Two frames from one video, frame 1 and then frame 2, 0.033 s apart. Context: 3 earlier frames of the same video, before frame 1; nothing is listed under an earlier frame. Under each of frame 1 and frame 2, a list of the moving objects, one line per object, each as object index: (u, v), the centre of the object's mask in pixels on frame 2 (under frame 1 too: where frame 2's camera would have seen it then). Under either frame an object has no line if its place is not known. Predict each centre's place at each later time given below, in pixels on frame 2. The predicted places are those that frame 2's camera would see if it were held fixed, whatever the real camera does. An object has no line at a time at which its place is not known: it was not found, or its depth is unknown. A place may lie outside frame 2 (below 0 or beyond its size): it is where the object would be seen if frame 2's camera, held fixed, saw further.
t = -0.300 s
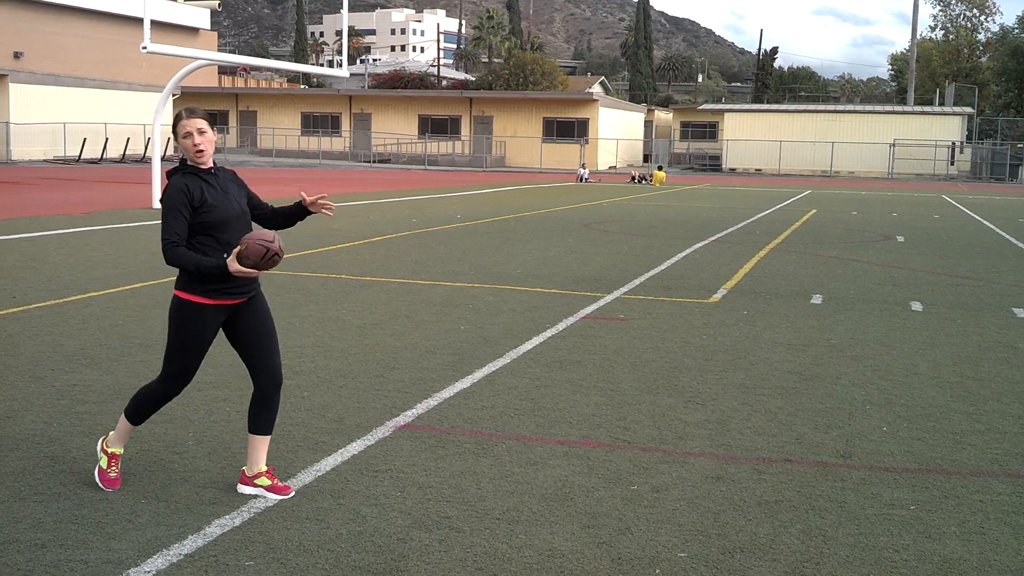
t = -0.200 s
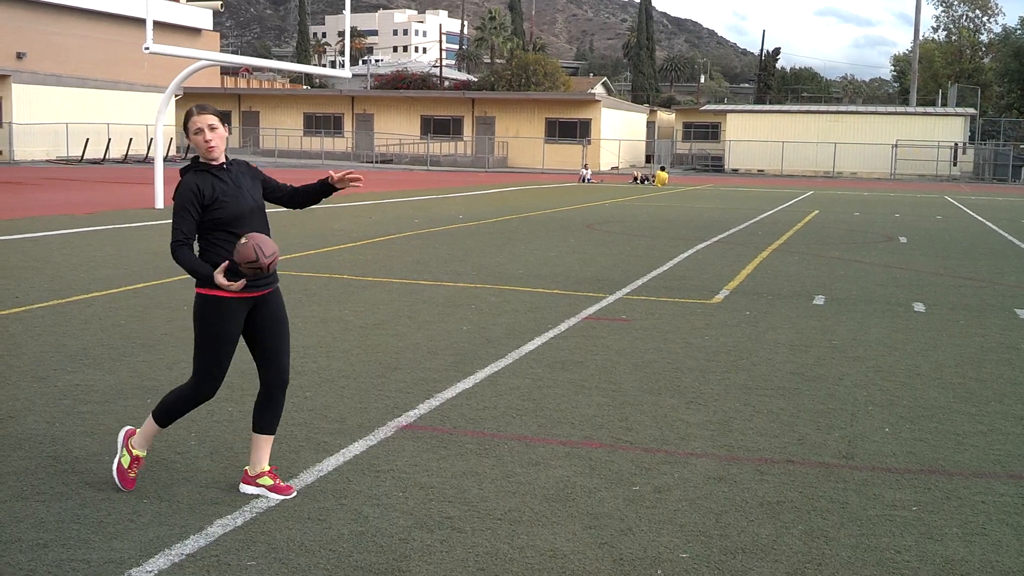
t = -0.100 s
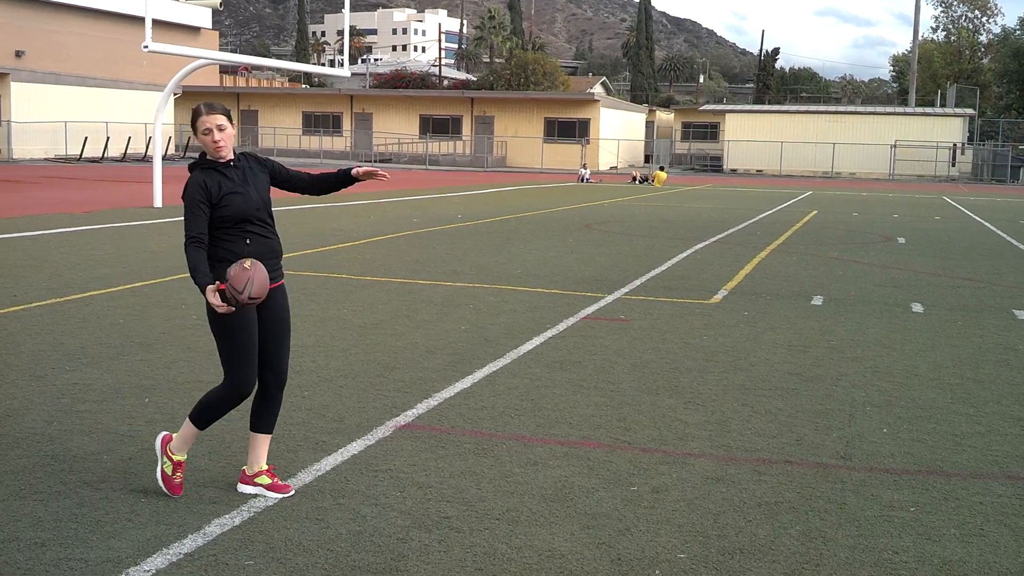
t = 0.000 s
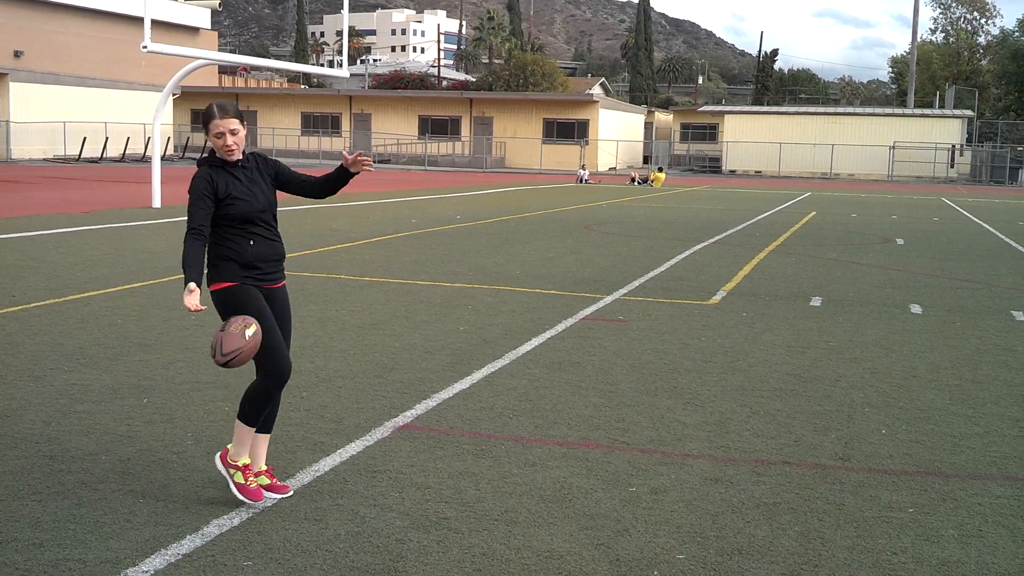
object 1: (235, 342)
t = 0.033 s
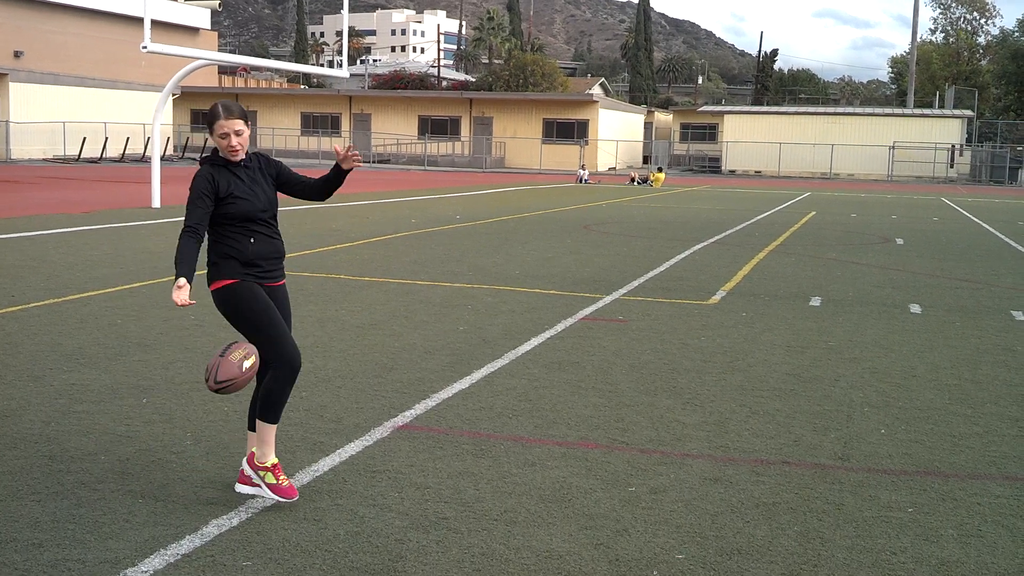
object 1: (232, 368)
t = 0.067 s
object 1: (228, 398)
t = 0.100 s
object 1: (224, 431)
